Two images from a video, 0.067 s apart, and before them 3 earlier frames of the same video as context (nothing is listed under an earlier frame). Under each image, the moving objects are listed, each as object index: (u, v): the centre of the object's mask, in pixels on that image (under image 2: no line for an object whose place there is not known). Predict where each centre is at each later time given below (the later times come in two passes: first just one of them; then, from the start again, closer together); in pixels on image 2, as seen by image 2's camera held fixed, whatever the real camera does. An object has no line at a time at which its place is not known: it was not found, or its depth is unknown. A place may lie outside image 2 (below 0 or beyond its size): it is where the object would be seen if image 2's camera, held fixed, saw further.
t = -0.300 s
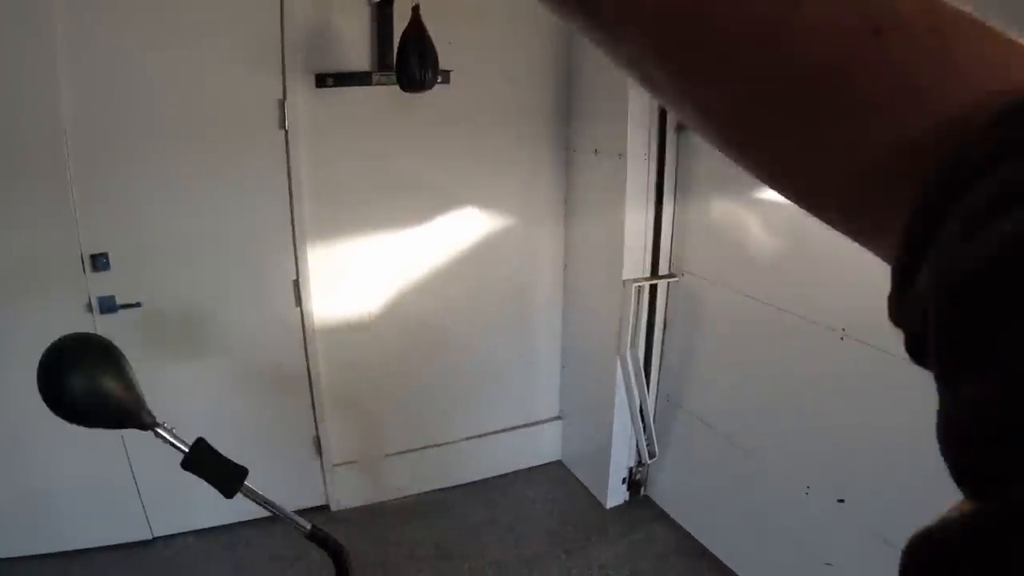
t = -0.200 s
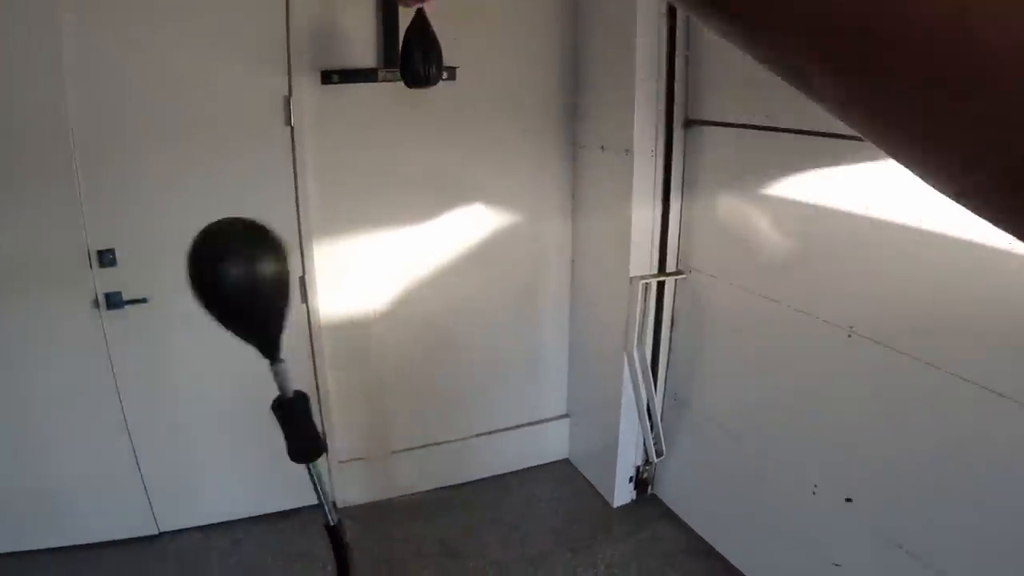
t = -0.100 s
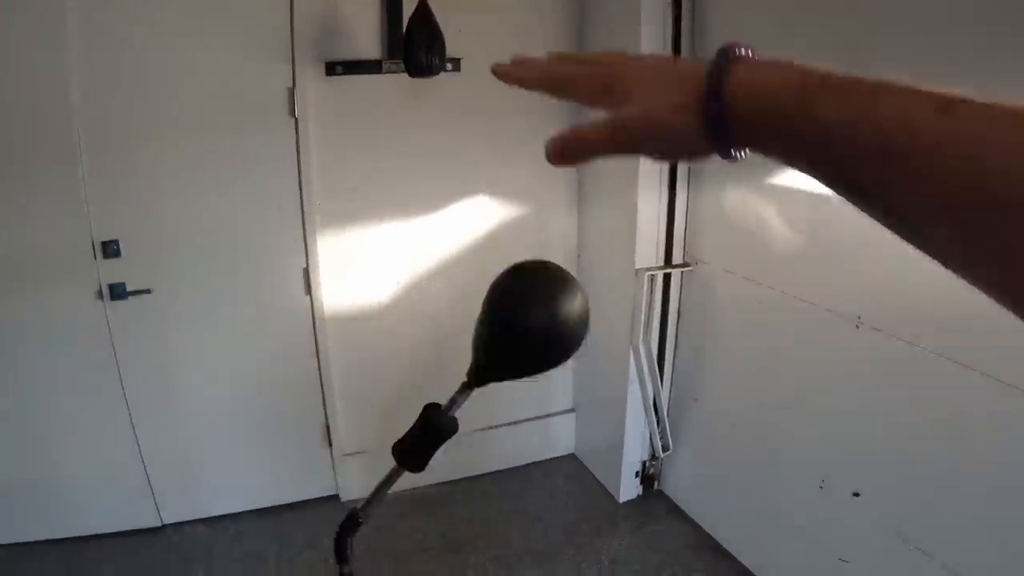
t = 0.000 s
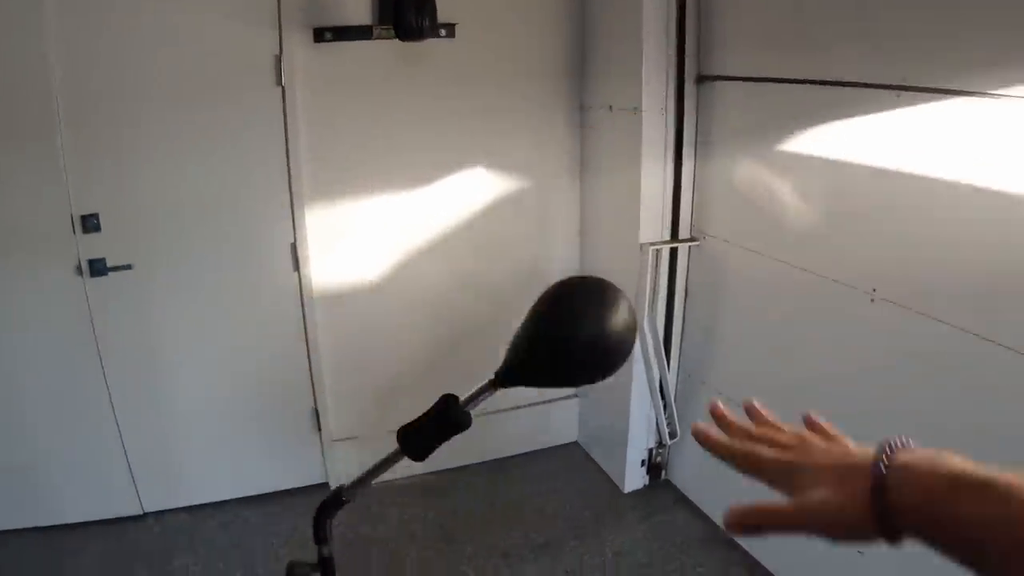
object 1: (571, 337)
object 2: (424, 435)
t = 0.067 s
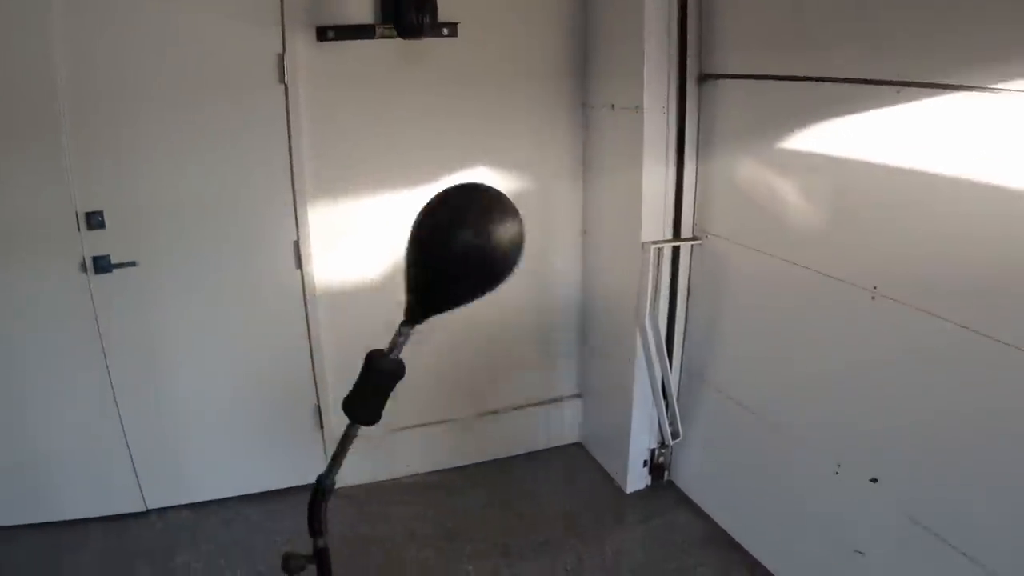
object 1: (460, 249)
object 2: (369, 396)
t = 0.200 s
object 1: (102, 259)
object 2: (212, 394)
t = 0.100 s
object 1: (362, 213)
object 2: (326, 386)
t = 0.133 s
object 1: (254, 205)
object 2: (280, 381)
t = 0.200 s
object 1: (102, 259)
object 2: (212, 394)
